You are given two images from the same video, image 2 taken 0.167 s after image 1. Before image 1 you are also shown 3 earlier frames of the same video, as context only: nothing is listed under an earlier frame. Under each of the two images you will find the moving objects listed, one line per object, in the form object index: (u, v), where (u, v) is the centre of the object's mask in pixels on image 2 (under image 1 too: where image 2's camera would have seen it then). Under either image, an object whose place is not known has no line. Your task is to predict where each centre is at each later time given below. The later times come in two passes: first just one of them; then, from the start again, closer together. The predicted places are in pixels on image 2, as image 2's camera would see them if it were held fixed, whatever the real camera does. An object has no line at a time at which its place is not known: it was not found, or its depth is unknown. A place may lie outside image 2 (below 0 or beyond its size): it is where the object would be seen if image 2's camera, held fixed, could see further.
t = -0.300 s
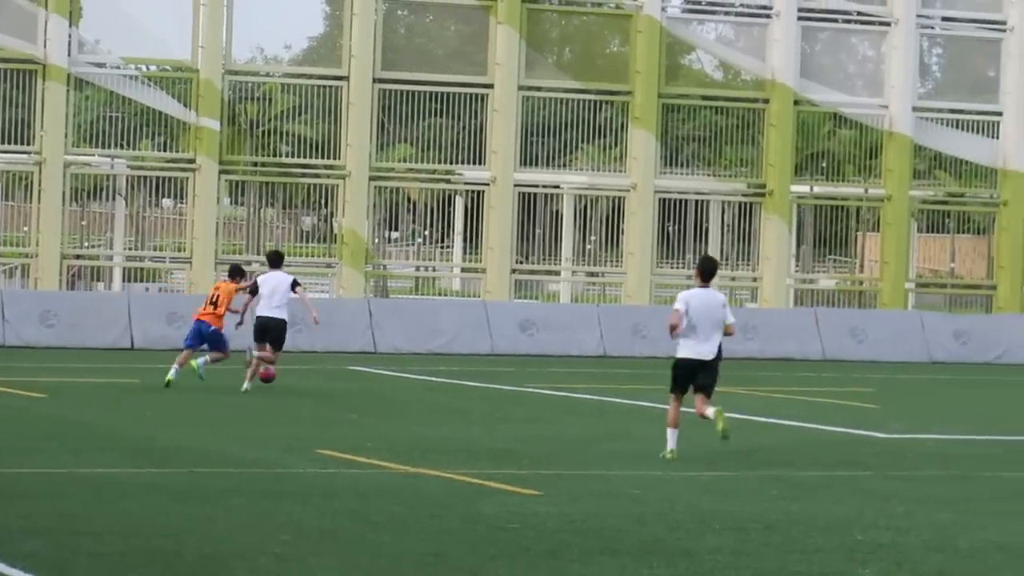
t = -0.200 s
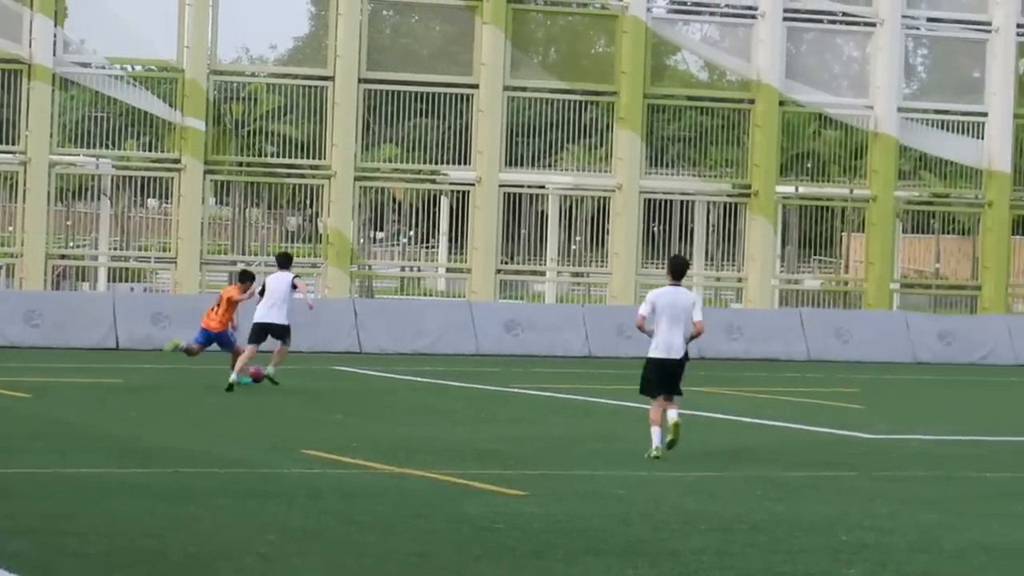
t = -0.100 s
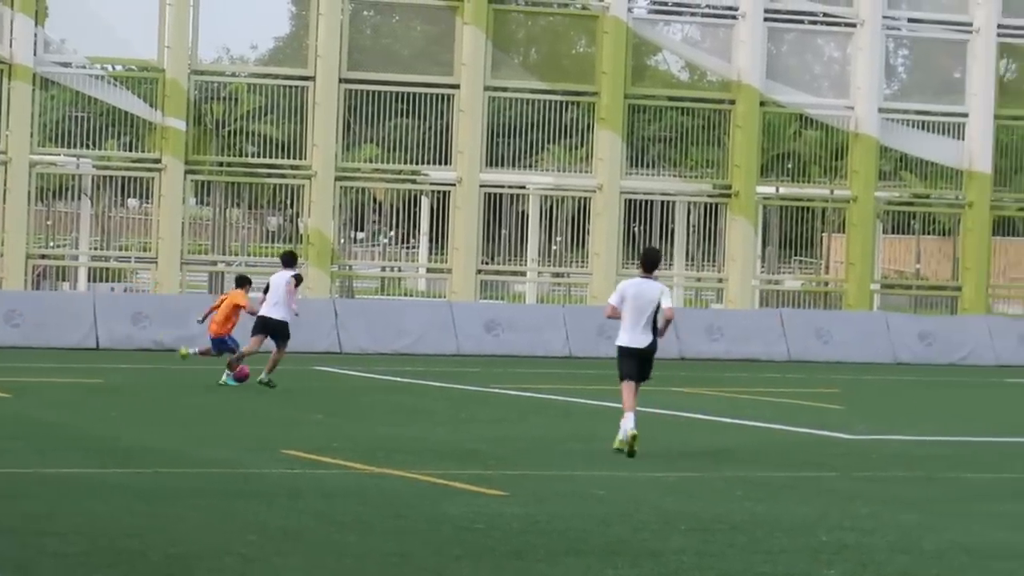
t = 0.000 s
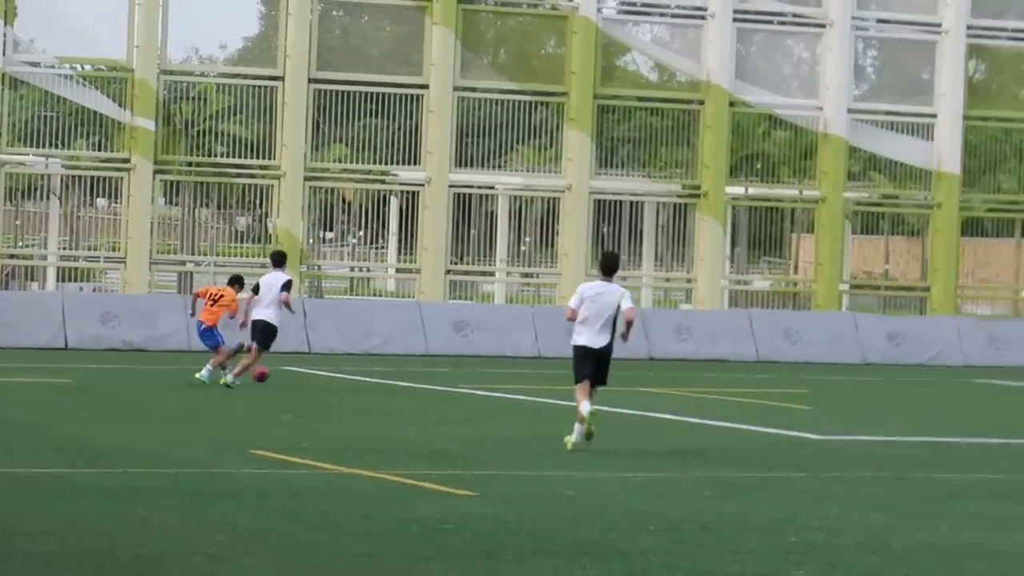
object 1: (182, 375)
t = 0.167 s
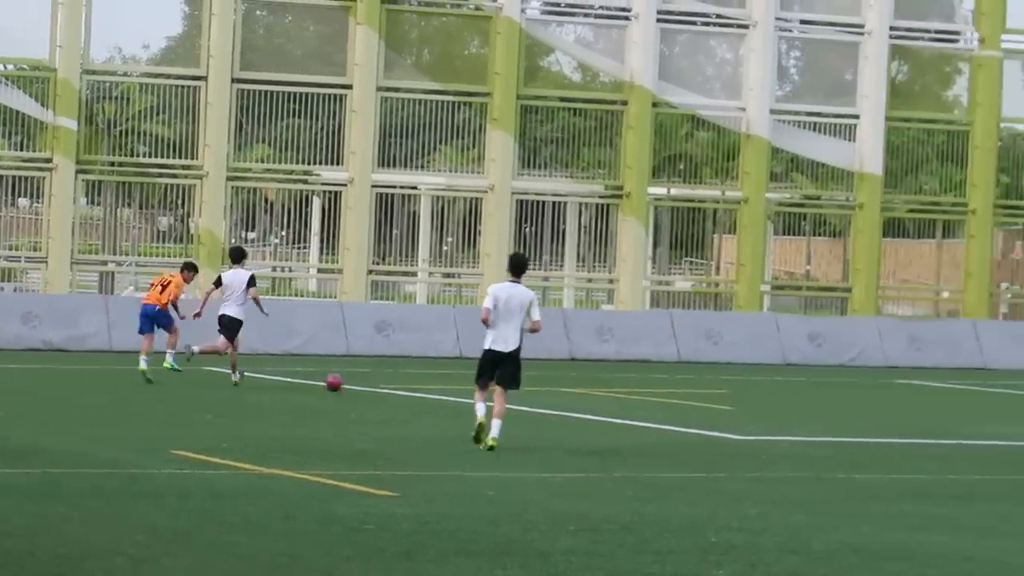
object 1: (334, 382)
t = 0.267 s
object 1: (418, 387)
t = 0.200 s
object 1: (363, 387)
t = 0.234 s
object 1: (391, 387)
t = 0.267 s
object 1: (418, 387)
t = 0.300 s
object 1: (444, 388)
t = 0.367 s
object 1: (502, 392)
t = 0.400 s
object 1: (526, 396)
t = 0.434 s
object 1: (552, 397)
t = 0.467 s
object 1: (577, 397)
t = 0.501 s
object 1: (603, 399)
